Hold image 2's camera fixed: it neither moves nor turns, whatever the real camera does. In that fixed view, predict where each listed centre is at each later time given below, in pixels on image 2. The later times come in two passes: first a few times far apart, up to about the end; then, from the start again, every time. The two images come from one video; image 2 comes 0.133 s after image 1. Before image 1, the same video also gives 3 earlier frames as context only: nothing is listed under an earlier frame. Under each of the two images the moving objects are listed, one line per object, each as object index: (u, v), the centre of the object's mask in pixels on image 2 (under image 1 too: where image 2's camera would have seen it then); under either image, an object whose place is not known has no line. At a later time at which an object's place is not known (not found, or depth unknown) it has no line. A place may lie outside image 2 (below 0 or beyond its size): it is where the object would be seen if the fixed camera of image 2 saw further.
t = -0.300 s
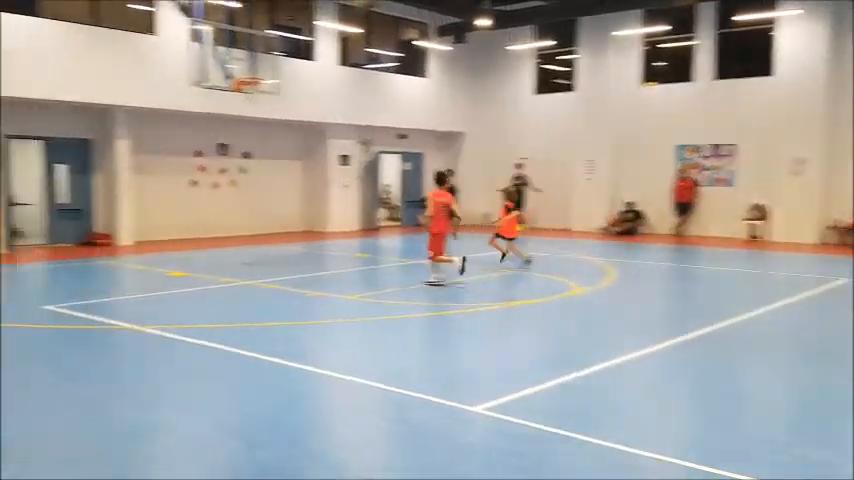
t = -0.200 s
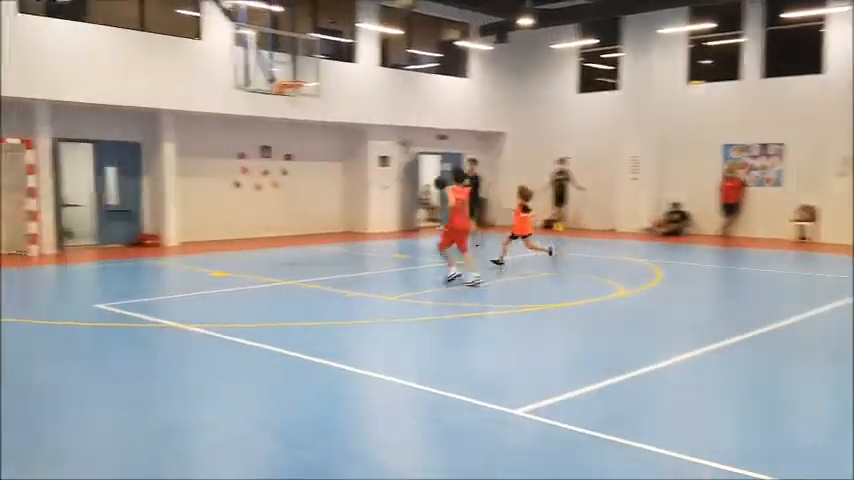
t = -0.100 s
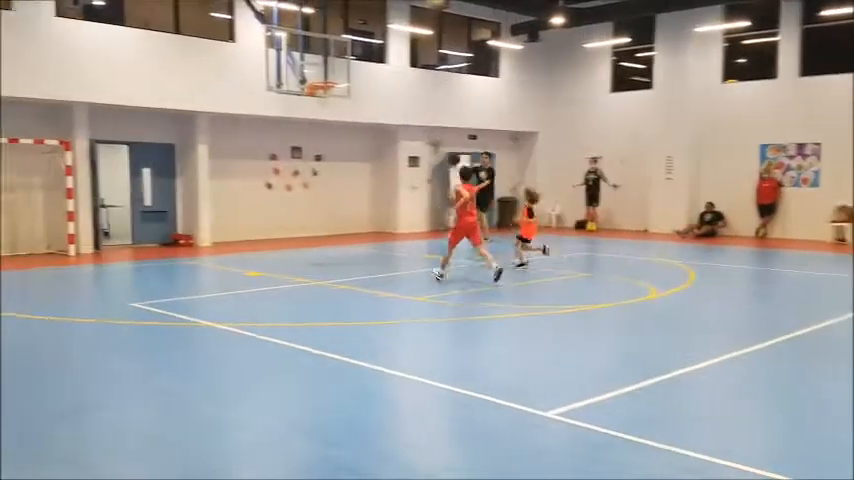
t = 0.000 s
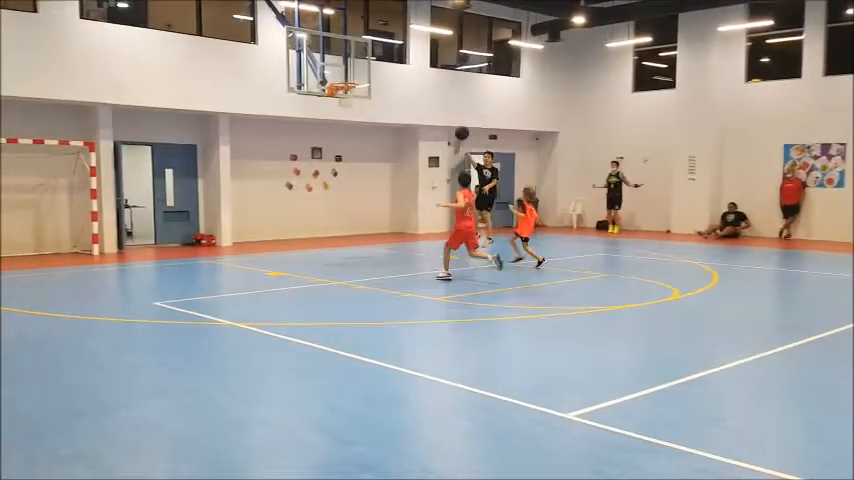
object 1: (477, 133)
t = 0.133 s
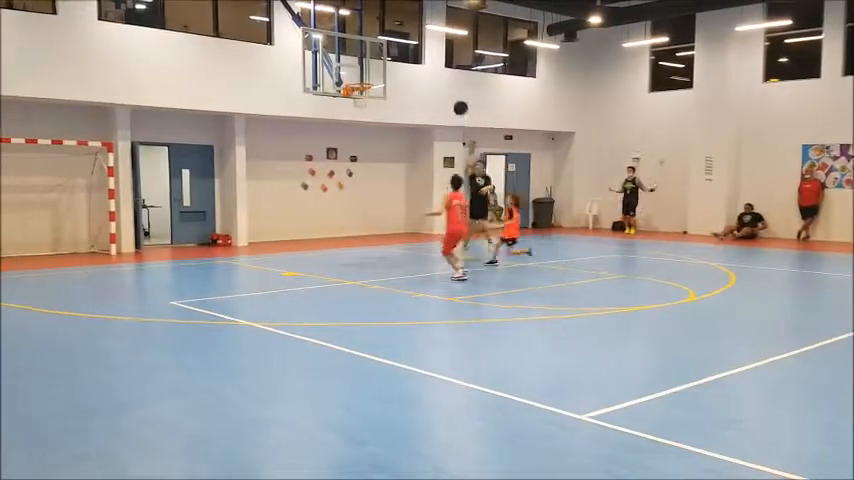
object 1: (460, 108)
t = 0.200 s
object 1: (451, 98)
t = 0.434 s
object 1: (420, 87)
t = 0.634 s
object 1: (391, 103)
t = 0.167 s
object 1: (456, 103)
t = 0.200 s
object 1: (451, 98)
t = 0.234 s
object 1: (447, 95)
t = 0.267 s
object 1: (443, 92)
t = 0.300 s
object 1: (438, 89)
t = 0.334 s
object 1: (434, 88)
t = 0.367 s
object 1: (429, 87)
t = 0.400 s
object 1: (424, 86)
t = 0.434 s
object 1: (420, 87)
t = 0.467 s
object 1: (415, 88)
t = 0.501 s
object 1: (410, 89)
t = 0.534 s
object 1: (406, 92)
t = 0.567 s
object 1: (401, 95)
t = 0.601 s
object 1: (396, 99)
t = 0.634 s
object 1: (391, 103)
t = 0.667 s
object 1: (387, 108)
